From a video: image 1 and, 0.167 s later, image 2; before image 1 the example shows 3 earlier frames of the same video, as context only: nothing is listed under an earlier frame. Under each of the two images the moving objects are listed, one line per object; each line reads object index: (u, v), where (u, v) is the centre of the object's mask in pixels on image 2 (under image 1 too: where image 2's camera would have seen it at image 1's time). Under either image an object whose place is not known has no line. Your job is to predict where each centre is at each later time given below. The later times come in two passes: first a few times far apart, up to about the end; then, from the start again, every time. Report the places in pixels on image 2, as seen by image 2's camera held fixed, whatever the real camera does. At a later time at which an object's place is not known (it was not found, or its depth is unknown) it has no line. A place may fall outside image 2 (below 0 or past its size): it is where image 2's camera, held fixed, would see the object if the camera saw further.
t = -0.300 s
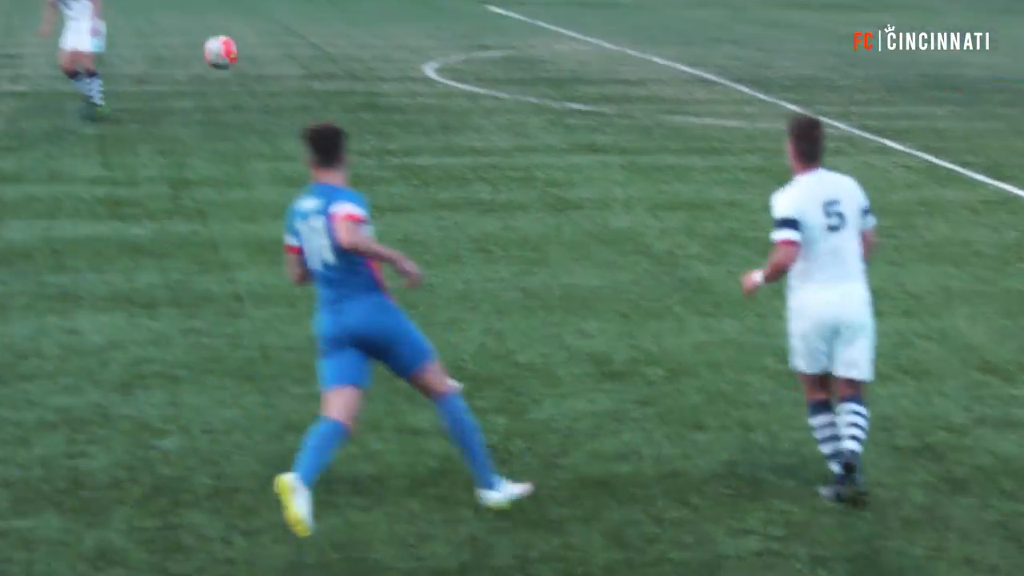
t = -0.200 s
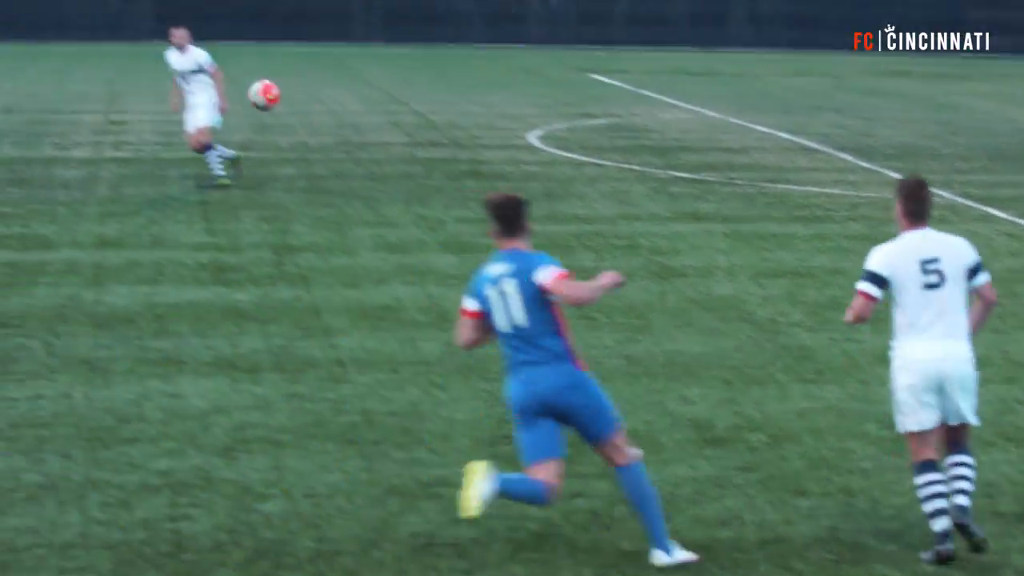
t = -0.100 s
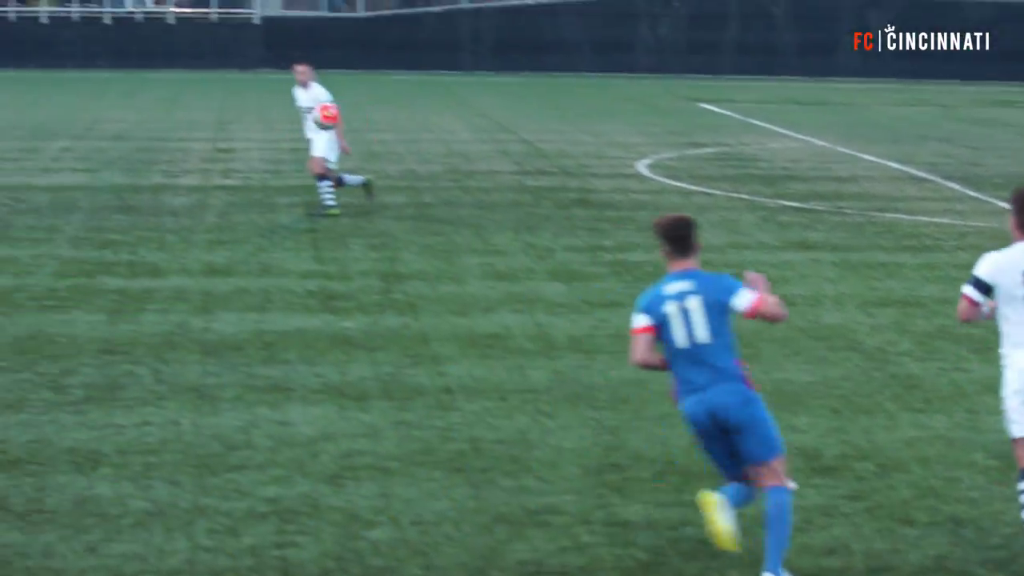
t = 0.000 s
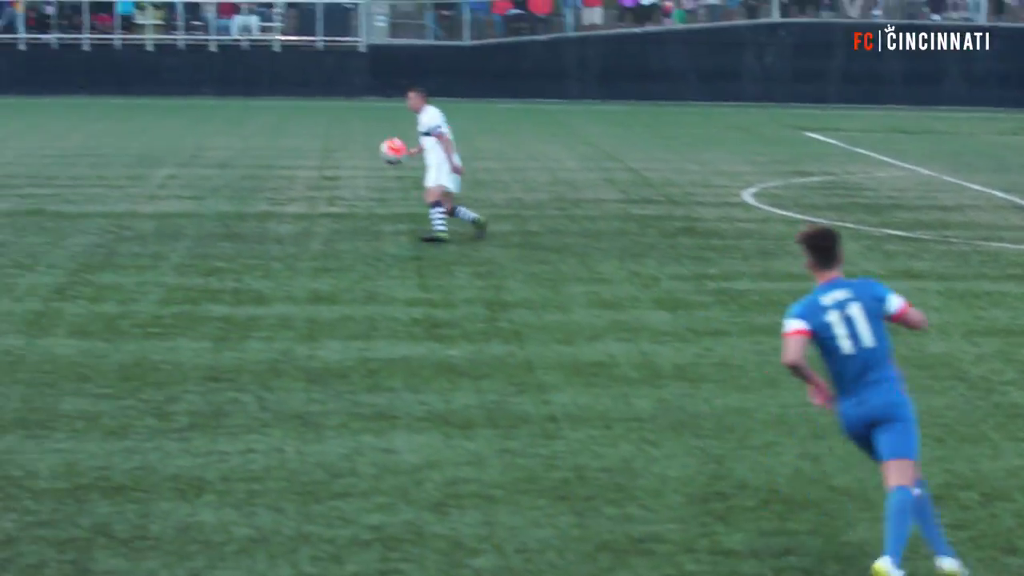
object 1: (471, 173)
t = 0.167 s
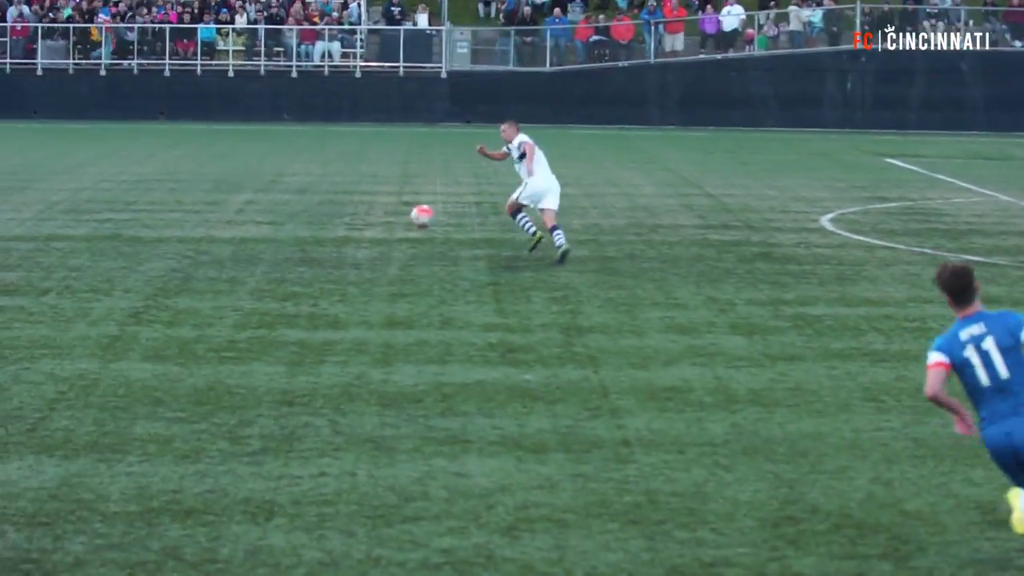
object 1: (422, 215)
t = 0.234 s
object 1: (404, 239)
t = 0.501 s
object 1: (356, 175)
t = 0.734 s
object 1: (323, 141)
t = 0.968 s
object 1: (297, 165)
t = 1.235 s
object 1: (273, 174)
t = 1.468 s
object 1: (257, 144)
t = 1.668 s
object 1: (244, 156)
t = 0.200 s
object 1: (413, 227)
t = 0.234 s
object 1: (404, 239)
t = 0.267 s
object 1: (395, 251)
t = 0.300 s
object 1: (386, 261)
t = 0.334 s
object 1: (381, 242)
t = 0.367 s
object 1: (375, 226)
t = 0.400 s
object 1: (370, 211)
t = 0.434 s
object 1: (365, 198)
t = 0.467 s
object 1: (361, 186)
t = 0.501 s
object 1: (356, 175)
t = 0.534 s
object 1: (350, 166)
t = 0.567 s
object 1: (346, 159)
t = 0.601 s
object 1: (341, 153)
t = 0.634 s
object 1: (336, 148)
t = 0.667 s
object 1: (332, 144)
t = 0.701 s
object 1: (327, 142)
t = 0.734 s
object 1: (323, 141)
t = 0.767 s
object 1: (319, 141)
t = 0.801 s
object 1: (315, 143)
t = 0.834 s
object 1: (312, 145)
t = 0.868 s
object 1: (308, 148)
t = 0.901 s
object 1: (304, 153)
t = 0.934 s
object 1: (301, 158)
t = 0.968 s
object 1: (297, 165)
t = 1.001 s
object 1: (293, 172)
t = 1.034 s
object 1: (290, 179)
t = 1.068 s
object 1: (287, 187)
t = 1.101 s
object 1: (283, 198)
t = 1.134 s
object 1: (281, 202)
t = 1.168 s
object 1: (278, 192)
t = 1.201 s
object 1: (276, 182)
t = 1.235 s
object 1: (273, 174)
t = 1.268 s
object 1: (270, 166)
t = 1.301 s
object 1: (269, 160)
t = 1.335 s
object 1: (266, 155)
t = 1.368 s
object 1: (264, 151)
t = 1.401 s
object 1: (262, 147)
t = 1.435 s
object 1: (259, 145)
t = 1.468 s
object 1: (257, 144)
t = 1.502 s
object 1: (255, 144)
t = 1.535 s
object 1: (253, 145)
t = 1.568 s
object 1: (250, 147)
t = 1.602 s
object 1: (248, 149)
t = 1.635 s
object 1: (246, 152)
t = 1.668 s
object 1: (244, 156)
